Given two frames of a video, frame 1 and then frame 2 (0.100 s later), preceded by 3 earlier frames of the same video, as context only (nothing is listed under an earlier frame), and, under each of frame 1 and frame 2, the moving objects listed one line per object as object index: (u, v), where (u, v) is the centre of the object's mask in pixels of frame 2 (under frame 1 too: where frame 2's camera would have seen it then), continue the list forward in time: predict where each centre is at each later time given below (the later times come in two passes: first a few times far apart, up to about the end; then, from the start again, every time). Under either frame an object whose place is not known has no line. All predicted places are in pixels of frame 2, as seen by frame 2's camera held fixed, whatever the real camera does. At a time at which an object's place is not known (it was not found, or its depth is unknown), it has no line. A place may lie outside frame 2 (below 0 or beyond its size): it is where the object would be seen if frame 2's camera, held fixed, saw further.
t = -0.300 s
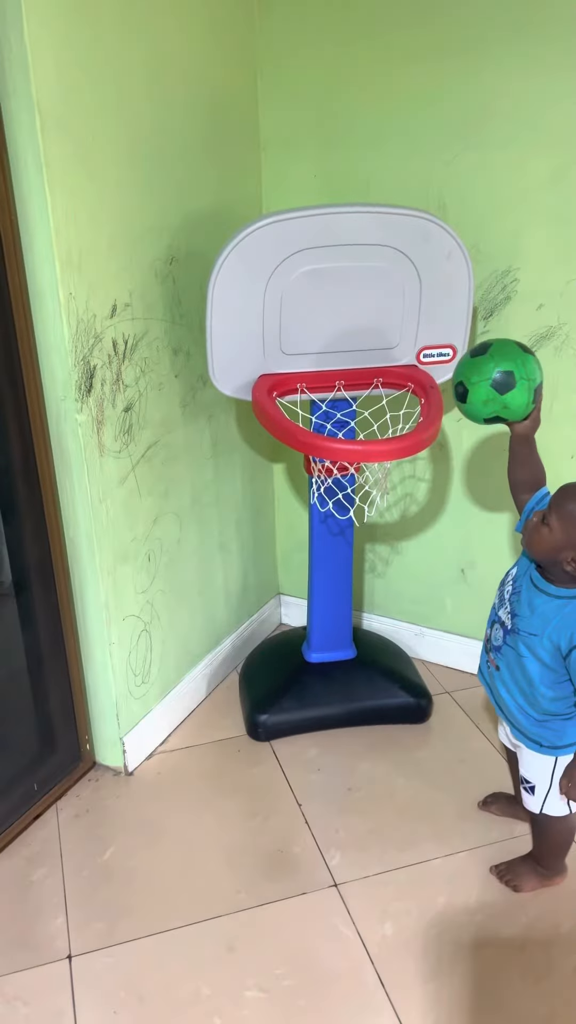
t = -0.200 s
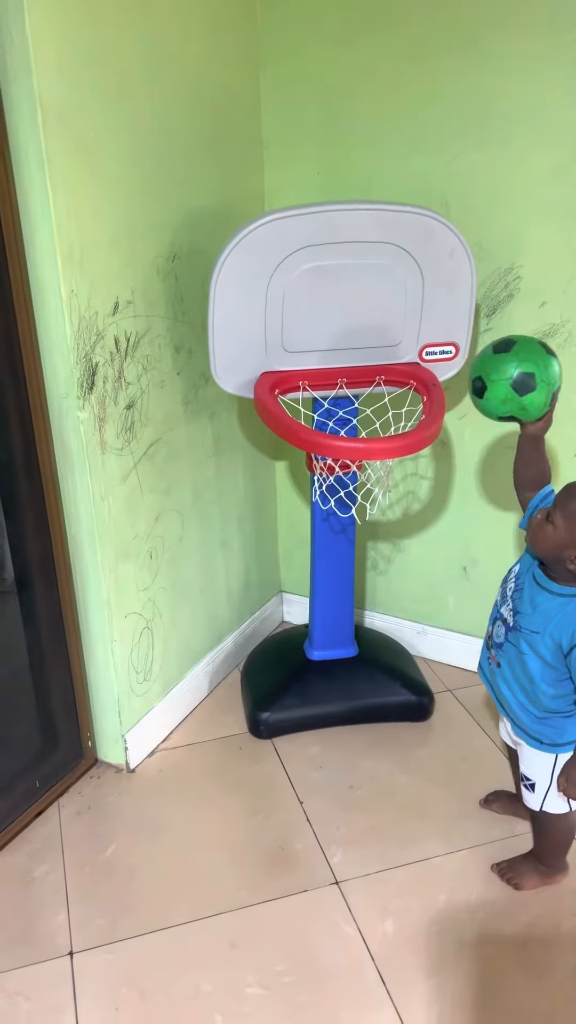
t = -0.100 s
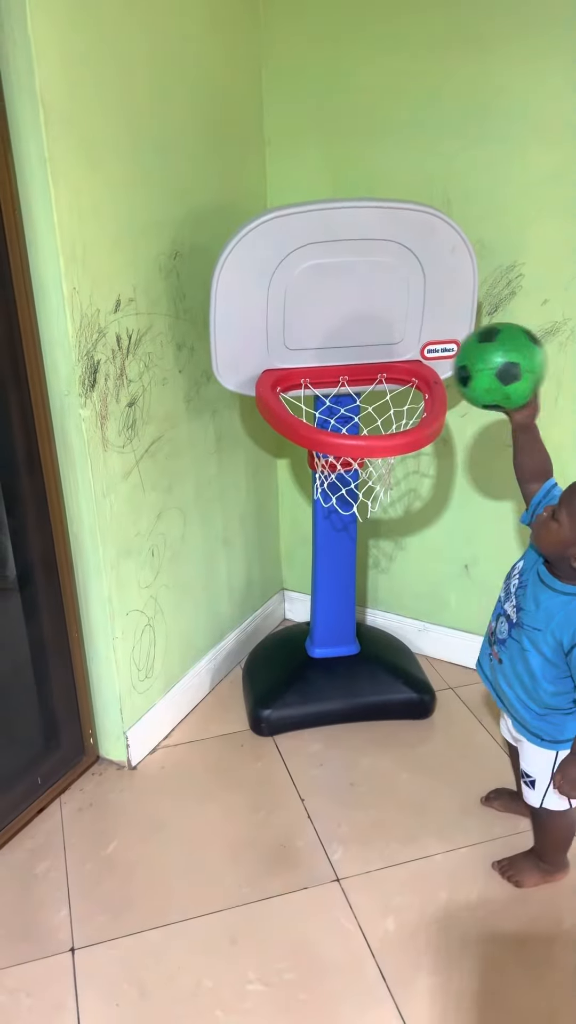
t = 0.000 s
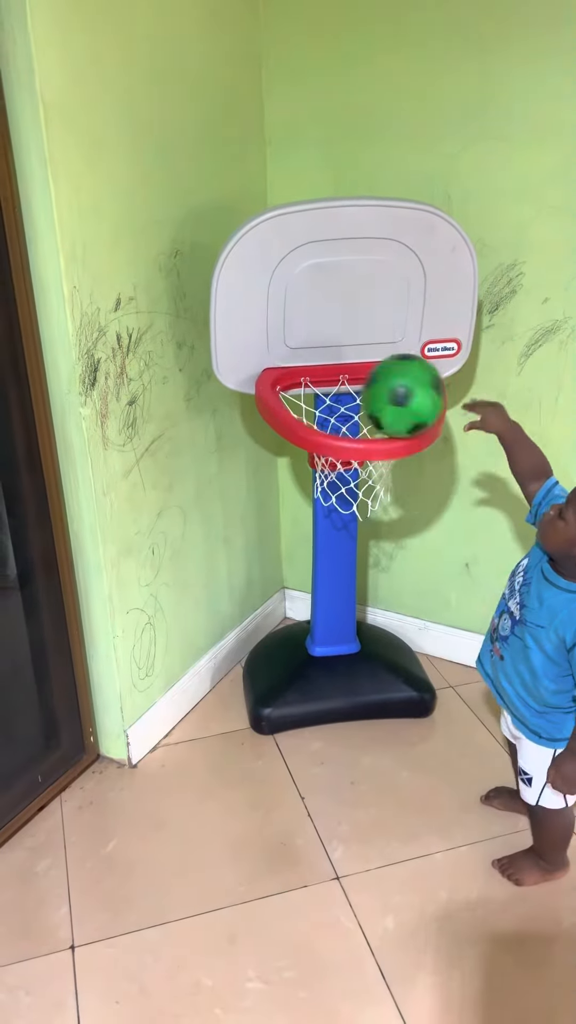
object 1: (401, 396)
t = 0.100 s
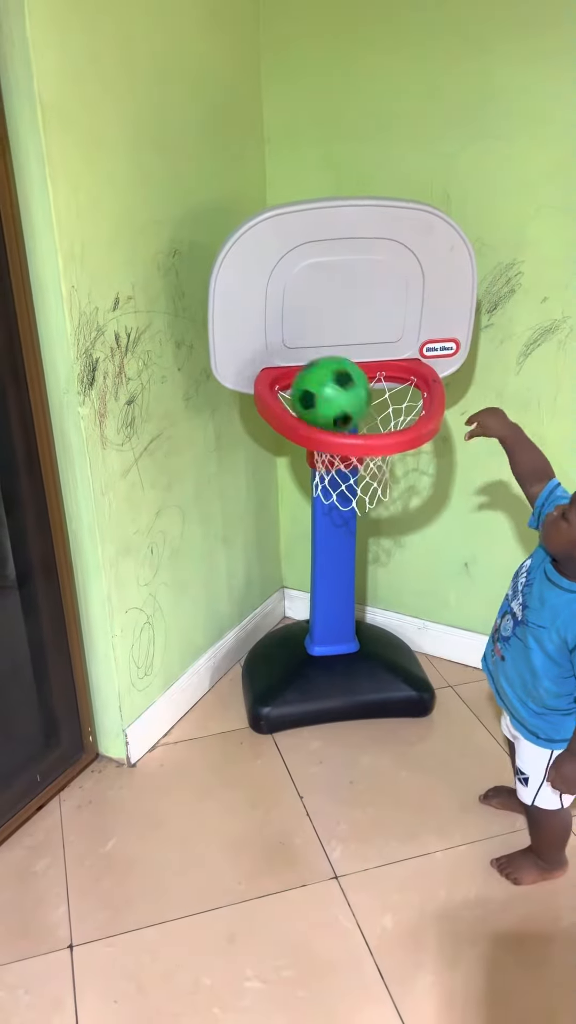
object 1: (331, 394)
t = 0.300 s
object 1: (321, 384)
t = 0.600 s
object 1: (380, 476)
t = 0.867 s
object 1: (364, 643)
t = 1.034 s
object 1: (382, 716)
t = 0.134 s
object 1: (317, 388)
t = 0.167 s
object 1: (310, 375)
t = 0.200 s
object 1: (307, 366)
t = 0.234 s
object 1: (308, 365)
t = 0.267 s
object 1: (314, 371)
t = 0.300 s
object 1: (321, 384)
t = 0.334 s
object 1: (328, 397)
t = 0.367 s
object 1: (338, 406)
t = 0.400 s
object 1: (349, 413)
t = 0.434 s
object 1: (359, 437)
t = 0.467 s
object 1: (368, 459)
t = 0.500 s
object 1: (375, 457)
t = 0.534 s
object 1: (380, 460)
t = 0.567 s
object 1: (381, 466)
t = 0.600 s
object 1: (380, 476)
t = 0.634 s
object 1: (378, 479)
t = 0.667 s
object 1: (375, 488)
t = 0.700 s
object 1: (372, 506)
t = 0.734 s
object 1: (369, 528)
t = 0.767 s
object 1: (365, 549)
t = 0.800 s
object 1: (362, 577)
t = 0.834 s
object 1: (363, 609)
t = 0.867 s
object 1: (364, 643)
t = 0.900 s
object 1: (366, 669)
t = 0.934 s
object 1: (370, 675)
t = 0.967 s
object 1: (373, 685)
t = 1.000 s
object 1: (377, 698)
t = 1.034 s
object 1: (382, 716)
